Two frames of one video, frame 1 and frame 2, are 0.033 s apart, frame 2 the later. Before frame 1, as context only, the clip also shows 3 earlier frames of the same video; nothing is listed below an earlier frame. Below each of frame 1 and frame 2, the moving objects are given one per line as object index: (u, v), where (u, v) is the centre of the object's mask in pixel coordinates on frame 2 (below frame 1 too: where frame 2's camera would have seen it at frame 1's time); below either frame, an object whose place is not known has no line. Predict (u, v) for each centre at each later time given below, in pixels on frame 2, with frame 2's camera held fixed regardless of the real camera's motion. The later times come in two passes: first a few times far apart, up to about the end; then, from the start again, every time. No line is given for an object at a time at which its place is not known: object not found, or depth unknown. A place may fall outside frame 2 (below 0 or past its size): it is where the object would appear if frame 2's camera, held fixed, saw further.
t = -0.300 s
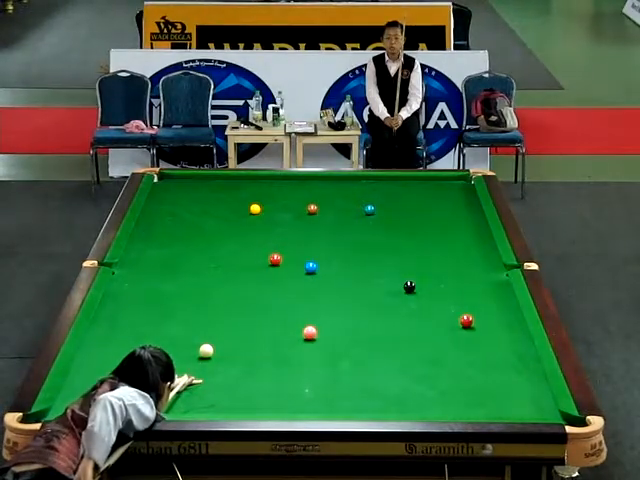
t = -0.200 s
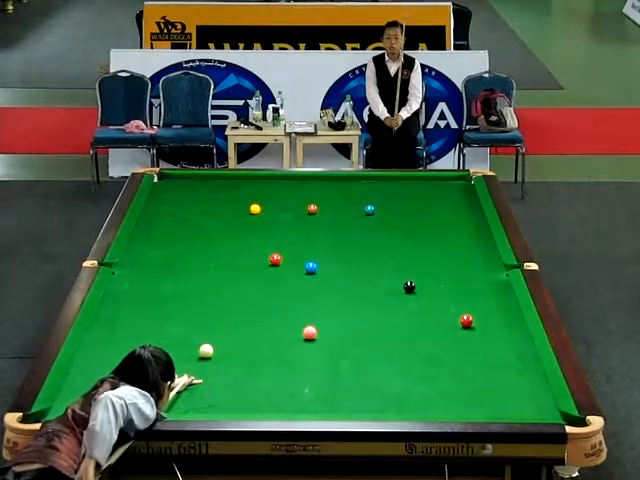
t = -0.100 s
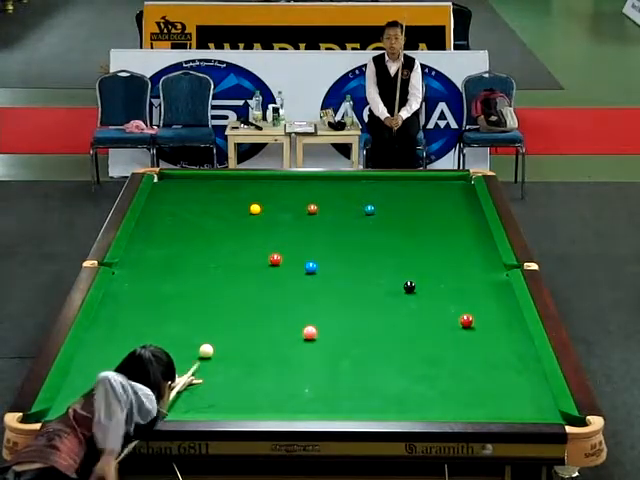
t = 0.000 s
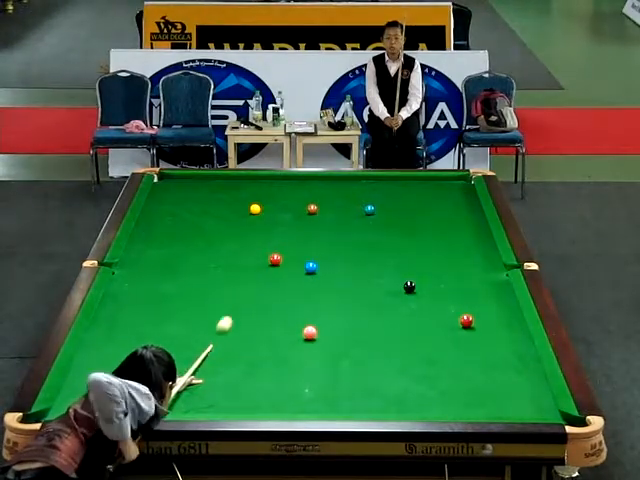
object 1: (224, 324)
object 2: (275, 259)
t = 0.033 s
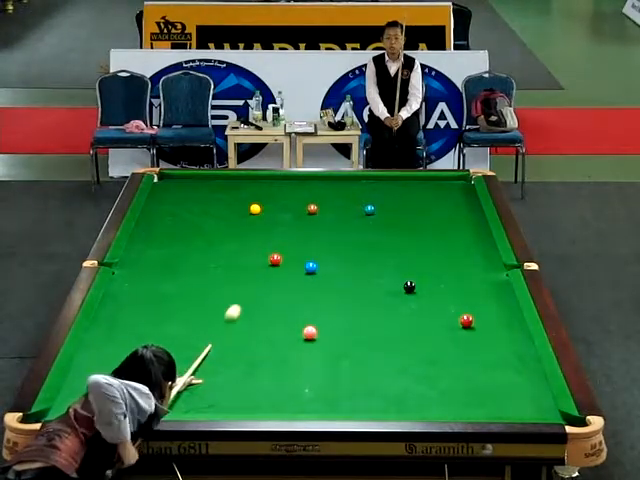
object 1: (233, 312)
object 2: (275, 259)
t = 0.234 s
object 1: (262, 260)
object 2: (287, 254)
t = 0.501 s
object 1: (210, 250)
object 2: (379, 211)
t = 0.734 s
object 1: (172, 243)
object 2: (435, 185)
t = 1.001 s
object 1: (135, 236)
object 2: (462, 191)
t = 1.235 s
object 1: (158, 234)
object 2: (443, 205)
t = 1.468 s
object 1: (177, 231)
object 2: (425, 219)
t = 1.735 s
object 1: (197, 228)
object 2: (404, 236)
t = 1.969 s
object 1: (213, 227)
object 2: (386, 251)
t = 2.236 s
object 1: (231, 224)
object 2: (362, 270)
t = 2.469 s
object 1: (245, 222)
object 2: (341, 287)
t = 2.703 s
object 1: (259, 220)
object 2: (318, 305)
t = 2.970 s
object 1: (273, 219)
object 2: (290, 327)
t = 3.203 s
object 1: (285, 217)
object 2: (264, 348)
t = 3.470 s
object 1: (297, 216)
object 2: (232, 372)
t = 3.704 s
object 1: (306, 215)
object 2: (203, 395)
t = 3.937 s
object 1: (315, 214)
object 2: (174, 408)
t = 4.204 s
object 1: (324, 213)
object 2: (147, 393)
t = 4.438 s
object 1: (331, 212)
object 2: (125, 378)
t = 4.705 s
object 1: (338, 211)
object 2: (102, 363)
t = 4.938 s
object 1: (343, 211)
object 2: (84, 350)
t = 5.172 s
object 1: (347, 210)
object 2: (102, 341)
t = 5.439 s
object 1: (351, 210)
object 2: (123, 331)
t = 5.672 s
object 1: (353, 210)
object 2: (138, 323)
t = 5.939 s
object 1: (355, 210)
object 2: (154, 315)
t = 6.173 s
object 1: (356, 210)
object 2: (168, 308)
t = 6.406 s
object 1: (356, 210)
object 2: (180, 302)
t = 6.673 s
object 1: (356, 210)
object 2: (193, 295)
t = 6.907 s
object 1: (356, 210)
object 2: (203, 289)
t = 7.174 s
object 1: (356, 210)
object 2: (215, 284)
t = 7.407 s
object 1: (356, 210)
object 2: (223, 280)
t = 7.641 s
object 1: (356, 210)
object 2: (231, 276)
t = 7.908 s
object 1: (356, 210)
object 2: (240, 272)
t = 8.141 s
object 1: (356, 210)
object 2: (246, 268)
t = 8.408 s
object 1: (356, 210)
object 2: (253, 265)
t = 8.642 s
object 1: (356, 210)
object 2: (258, 262)
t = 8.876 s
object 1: (356, 210)
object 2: (262, 260)
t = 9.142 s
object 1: (356, 210)
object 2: (267, 257)
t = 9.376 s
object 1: (356, 210)
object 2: (270, 256)
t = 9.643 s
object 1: (356, 210)
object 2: (274, 254)
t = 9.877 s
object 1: (355, 210)
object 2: (276, 253)
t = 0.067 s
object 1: (240, 301)
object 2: (275, 259)
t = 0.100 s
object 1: (248, 291)
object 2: (275, 259)
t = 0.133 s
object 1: (255, 281)
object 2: (275, 259)
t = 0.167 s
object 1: (262, 272)
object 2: (275, 259)
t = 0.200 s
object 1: (267, 263)
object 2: (277, 259)
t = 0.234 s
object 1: (262, 260)
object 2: (287, 254)
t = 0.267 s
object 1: (254, 259)
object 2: (301, 247)
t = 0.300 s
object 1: (247, 257)
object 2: (313, 242)
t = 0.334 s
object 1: (240, 256)
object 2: (325, 236)
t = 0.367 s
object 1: (233, 254)
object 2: (337, 231)
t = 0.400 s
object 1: (227, 253)
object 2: (348, 225)
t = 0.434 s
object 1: (221, 252)
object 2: (358, 221)
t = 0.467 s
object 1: (215, 251)
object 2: (369, 216)
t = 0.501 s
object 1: (210, 250)
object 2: (379, 211)
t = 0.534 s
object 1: (204, 249)
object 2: (388, 207)
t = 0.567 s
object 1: (199, 248)
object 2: (397, 203)
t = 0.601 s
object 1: (193, 247)
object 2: (405, 199)
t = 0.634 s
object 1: (188, 246)
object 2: (412, 195)
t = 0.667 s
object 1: (183, 245)
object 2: (421, 192)
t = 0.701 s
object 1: (177, 244)
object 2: (428, 188)
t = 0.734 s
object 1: (172, 243)
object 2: (435, 185)
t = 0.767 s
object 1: (167, 242)
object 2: (442, 182)
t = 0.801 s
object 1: (162, 241)
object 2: (450, 179)
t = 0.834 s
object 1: (157, 241)
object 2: (455, 179)
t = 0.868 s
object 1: (152, 240)
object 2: (461, 181)
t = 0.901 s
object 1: (147, 239)
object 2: (467, 184)
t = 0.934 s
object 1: (142, 238)
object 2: (468, 186)
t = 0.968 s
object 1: (137, 237)
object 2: (466, 188)
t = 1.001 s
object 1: (135, 236)
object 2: (462, 191)
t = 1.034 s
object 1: (139, 236)
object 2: (458, 194)
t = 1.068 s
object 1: (143, 236)
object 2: (455, 196)
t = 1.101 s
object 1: (147, 235)
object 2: (453, 198)
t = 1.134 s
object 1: (150, 235)
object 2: (450, 200)
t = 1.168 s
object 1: (152, 235)
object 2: (448, 201)
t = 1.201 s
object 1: (155, 234)
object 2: (445, 203)
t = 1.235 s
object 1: (158, 234)
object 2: (443, 205)
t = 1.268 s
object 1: (160, 233)
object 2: (440, 207)
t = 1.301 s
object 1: (163, 233)
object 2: (438, 209)
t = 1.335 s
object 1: (166, 233)
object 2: (436, 211)
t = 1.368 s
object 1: (169, 232)
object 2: (433, 213)
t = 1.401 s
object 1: (171, 232)
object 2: (430, 215)
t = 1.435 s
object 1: (174, 232)
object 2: (428, 217)
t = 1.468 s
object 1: (177, 231)
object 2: (425, 219)
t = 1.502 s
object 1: (179, 231)
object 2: (423, 221)
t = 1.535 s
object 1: (182, 231)
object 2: (421, 223)
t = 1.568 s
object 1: (184, 230)
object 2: (417, 226)
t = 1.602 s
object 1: (187, 230)
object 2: (415, 227)
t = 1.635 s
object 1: (189, 229)
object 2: (412, 230)
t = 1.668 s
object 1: (192, 229)
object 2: (410, 232)
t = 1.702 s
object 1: (194, 229)
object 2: (407, 234)
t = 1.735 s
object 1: (197, 228)
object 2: (404, 236)
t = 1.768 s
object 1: (199, 228)
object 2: (402, 238)
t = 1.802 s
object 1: (202, 228)
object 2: (399, 240)
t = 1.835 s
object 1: (204, 227)
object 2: (397, 243)
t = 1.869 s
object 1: (206, 227)
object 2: (393, 245)
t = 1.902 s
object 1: (209, 227)
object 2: (391, 247)
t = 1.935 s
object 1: (211, 227)
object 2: (389, 249)
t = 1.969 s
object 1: (213, 227)
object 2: (386, 251)
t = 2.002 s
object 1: (216, 226)
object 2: (382, 254)
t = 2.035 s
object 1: (218, 226)
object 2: (379, 256)
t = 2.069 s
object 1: (220, 225)
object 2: (377, 258)
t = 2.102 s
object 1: (222, 225)
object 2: (374, 261)
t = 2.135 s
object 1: (225, 225)
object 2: (371, 263)
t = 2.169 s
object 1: (227, 225)
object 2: (368, 265)
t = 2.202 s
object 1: (229, 224)
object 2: (365, 267)
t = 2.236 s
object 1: (231, 224)
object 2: (362, 270)
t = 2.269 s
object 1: (233, 224)
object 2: (359, 272)
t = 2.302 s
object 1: (235, 223)
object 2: (356, 275)
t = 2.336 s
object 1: (237, 223)
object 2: (353, 277)
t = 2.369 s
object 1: (239, 223)
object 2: (349, 280)
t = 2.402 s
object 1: (241, 223)
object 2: (347, 282)
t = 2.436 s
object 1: (243, 222)
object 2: (344, 284)
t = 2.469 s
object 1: (245, 222)
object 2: (341, 287)
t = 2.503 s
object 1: (247, 222)
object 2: (337, 289)
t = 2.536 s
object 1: (249, 222)
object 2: (334, 292)
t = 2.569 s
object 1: (251, 221)
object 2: (330, 295)
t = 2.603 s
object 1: (253, 221)
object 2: (328, 297)
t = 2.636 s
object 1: (255, 221)
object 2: (325, 300)
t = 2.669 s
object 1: (257, 221)
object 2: (321, 302)
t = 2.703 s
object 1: (259, 220)
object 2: (318, 305)
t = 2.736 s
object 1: (261, 220)
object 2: (314, 308)
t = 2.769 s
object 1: (263, 220)
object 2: (311, 310)
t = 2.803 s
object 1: (265, 220)
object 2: (307, 313)
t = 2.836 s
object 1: (266, 219)
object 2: (304, 316)
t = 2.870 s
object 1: (268, 219)
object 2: (300, 318)
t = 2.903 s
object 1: (270, 219)
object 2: (297, 321)
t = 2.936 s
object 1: (271, 219)
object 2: (293, 324)
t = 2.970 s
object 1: (273, 219)
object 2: (290, 327)
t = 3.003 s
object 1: (275, 219)
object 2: (286, 330)
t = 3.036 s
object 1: (277, 218)
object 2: (282, 333)
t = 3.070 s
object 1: (279, 218)
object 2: (279, 336)
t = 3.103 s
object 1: (280, 218)
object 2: (275, 338)
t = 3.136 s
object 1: (282, 218)
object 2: (271, 342)
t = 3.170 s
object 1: (283, 218)
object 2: (268, 345)
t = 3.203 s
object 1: (285, 217)
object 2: (264, 348)
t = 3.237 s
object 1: (286, 217)
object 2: (260, 350)
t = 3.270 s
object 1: (288, 217)
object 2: (256, 354)
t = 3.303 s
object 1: (289, 217)
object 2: (252, 357)
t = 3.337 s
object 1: (291, 216)
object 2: (248, 360)
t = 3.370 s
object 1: (292, 216)
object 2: (245, 362)
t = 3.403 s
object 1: (294, 216)
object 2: (240, 366)
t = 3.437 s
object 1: (295, 216)
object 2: (236, 369)
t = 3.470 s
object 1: (297, 216)
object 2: (232, 372)
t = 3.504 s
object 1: (298, 216)
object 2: (228, 375)
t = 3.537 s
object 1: (299, 215)
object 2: (224, 378)
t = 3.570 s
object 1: (300, 215)
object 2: (220, 381)
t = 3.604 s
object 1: (302, 215)
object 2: (216, 384)
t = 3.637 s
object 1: (303, 215)
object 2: (212, 388)
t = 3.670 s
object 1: (305, 215)
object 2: (208, 392)
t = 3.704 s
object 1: (306, 215)
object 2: (203, 395)
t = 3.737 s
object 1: (307, 215)
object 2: (199, 398)
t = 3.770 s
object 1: (309, 214)
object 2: (195, 401)
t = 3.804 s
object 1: (310, 214)
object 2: (191, 404)
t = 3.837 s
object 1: (311, 214)
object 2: (186, 406)
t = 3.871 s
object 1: (313, 214)
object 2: (182, 408)
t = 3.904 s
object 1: (314, 214)
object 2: (178, 410)
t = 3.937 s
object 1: (315, 214)
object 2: (174, 408)
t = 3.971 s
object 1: (316, 214)
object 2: (171, 407)
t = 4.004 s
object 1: (317, 213)
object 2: (167, 406)
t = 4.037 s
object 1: (318, 213)
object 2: (164, 404)
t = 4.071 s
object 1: (319, 213)
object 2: (160, 402)
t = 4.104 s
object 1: (321, 213)
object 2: (157, 400)
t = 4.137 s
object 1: (322, 213)
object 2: (153, 398)
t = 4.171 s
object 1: (323, 213)
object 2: (150, 395)
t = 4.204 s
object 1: (324, 213)
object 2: (147, 393)
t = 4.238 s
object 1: (325, 213)
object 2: (143, 391)
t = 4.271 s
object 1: (326, 212)
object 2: (140, 389)
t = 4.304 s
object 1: (327, 212)
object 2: (137, 387)
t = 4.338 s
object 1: (328, 212)
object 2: (134, 385)
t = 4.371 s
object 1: (330, 212)
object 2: (130, 382)
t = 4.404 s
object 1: (330, 212)
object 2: (127, 380)
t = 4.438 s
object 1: (331, 212)
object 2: (125, 378)
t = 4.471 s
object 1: (332, 212)
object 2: (122, 376)
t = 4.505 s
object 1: (332, 212)
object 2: (119, 374)
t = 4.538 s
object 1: (334, 211)
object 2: (116, 373)
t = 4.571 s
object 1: (334, 212)
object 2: (113, 370)
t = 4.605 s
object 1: (335, 211)
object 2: (110, 369)
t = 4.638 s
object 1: (336, 211)
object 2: (107, 367)
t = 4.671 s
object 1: (337, 211)
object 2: (104, 365)
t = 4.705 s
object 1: (338, 211)
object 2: (102, 363)
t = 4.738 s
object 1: (338, 211)
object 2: (99, 361)
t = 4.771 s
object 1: (339, 211)
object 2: (96, 359)
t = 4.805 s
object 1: (340, 211)
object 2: (93, 358)
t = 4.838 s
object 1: (341, 211)
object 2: (91, 356)
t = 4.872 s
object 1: (341, 211)
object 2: (88, 354)
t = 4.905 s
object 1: (342, 211)
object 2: (85, 352)
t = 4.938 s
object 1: (343, 211)
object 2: (84, 350)
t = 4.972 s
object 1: (343, 211)
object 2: (87, 349)
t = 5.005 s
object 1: (344, 211)
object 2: (90, 347)
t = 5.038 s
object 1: (345, 211)
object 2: (92, 346)
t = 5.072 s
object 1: (345, 210)
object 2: (95, 345)
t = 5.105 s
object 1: (345, 210)
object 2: (98, 344)
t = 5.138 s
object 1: (346, 210)
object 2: (100, 343)
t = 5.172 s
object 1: (347, 210)
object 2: (102, 341)
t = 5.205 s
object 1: (347, 210)
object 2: (105, 339)
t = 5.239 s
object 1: (348, 210)
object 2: (108, 338)
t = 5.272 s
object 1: (349, 210)
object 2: (110, 337)
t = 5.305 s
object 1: (349, 210)
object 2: (113, 336)
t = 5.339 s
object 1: (349, 210)
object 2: (115, 335)
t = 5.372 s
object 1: (350, 210)
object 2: (118, 333)
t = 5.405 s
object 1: (350, 210)
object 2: (120, 332)
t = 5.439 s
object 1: (351, 210)
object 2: (123, 331)
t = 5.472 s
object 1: (351, 210)
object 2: (125, 330)
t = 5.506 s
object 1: (351, 210)
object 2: (127, 329)
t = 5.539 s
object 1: (352, 210)
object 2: (129, 327)
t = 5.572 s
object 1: (352, 210)
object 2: (131, 327)
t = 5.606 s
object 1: (353, 210)
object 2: (134, 326)
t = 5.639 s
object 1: (353, 210)
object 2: (136, 324)
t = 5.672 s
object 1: (353, 210)
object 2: (138, 323)
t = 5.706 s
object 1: (354, 210)
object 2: (140, 322)
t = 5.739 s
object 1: (354, 210)
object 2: (142, 321)
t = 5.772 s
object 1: (354, 210)
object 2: (144, 320)
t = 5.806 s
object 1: (354, 210)
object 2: (146, 319)
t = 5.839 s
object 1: (355, 210)
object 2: (148, 318)
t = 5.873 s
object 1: (355, 210)
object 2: (151, 317)
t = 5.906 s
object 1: (355, 210)
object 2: (153, 316)
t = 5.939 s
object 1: (355, 210)
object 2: (154, 315)
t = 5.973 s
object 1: (355, 210)
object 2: (156, 314)
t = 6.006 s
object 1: (355, 210)
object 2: (158, 313)
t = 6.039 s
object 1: (355, 210)
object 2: (160, 312)
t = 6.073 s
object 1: (356, 210)
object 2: (162, 311)
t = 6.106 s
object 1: (356, 210)
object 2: (164, 309)
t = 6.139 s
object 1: (356, 210)
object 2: (166, 308)
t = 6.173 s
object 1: (356, 210)
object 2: (168, 308)
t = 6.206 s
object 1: (356, 210)
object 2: (170, 307)
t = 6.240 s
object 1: (356, 210)
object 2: (172, 306)
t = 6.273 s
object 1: (356, 210)
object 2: (173, 305)
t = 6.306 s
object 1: (356, 210)
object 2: (175, 304)
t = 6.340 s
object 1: (356, 210)
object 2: (177, 303)
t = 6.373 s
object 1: (356, 210)
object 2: (178, 302)
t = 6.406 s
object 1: (356, 210)
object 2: (180, 302)
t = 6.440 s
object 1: (356, 210)
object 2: (182, 301)
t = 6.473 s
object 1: (356, 210)
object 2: (183, 300)
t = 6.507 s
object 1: (356, 210)
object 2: (185, 299)
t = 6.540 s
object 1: (356, 210)
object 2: (187, 298)
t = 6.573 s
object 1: (356, 210)
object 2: (189, 297)
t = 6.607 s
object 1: (356, 210)
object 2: (190, 296)
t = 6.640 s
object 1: (356, 210)
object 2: (192, 296)
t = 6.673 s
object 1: (356, 210)
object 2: (193, 295)
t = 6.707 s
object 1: (356, 210)
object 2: (195, 294)
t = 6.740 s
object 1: (356, 210)
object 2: (196, 293)
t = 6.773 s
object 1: (356, 210)
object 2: (198, 292)
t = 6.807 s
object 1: (356, 210)
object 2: (199, 292)
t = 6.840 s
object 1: (356, 210)
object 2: (201, 291)
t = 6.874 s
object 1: (356, 210)
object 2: (202, 290)
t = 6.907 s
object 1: (356, 210)
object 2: (203, 289)
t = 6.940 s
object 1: (356, 210)
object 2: (205, 289)
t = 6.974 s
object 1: (356, 210)
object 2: (206, 288)
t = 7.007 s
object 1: (356, 210)
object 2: (208, 287)
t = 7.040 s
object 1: (356, 210)
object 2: (209, 287)
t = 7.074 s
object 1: (356, 210)
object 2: (211, 286)
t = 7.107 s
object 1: (356, 210)
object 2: (212, 285)
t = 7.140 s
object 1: (356, 210)
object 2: (213, 285)
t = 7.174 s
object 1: (356, 210)
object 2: (215, 284)
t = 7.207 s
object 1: (356, 210)
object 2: (216, 284)
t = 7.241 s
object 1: (356, 210)
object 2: (217, 283)
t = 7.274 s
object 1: (356, 210)
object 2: (218, 282)
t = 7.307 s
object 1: (356, 210)
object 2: (220, 282)
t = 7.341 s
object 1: (356, 210)
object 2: (221, 281)
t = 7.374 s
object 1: (356, 210)
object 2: (222, 280)
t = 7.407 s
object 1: (356, 210)
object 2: (223, 280)
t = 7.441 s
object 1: (356, 210)
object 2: (224, 279)
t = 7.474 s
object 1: (356, 210)
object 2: (225, 279)
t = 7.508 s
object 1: (356, 210)
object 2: (227, 278)
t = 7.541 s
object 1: (356, 210)
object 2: (228, 278)
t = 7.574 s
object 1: (356, 210)
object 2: (229, 277)
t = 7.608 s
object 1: (356, 210)
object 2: (230, 276)
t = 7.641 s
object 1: (356, 210)
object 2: (231, 276)
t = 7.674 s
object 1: (356, 210)
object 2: (232, 275)
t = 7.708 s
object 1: (356, 210)
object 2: (233, 274)
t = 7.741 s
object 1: (356, 210)
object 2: (234, 274)
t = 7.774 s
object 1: (356, 210)
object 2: (236, 274)
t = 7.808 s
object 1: (356, 210)
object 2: (237, 273)
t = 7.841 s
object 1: (356, 210)
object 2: (238, 272)
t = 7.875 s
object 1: (356, 210)
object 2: (238, 272)
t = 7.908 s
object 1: (356, 210)
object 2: (240, 272)
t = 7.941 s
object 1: (356, 210)
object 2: (241, 271)
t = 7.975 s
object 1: (356, 210)
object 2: (242, 271)
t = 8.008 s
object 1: (356, 210)
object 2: (242, 270)
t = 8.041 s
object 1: (356, 210)
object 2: (243, 270)
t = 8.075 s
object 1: (356, 210)
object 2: (244, 269)
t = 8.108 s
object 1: (356, 210)
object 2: (245, 269)
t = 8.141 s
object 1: (356, 210)
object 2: (246, 268)
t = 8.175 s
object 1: (356, 210)
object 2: (247, 268)
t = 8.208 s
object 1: (356, 210)
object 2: (248, 267)
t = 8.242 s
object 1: (356, 210)
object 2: (249, 267)
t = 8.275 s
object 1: (356, 210)
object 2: (249, 266)
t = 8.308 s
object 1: (356, 210)
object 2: (250, 266)
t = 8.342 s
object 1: (356, 210)
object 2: (251, 266)
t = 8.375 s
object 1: (356, 210)
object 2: (251, 265)
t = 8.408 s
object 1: (356, 210)
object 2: (253, 265)
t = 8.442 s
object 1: (356, 210)
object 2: (253, 265)
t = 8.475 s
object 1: (356, 210)
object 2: (254, 264)
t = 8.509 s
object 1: (356, 210)
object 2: (255, 264)
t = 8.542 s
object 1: (356, 210)
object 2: (256, 263)
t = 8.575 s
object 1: (356, 210)
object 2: (256, 263)
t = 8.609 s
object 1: (356, 210)
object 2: (257, 263)
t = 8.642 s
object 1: (356, 210)
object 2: (258, 262)
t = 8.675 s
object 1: (356, 210)
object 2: (258, 262)
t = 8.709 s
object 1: (356, 210)
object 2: (259, 262)
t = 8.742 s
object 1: (356, 210)
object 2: (260, 261)
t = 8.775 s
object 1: (356, 210)
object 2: (261, 261)
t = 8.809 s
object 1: (356, 210)
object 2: (261, 260)
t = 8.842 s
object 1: (356, 210)
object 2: (261, 260)
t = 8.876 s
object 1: (356, 210)
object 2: (262, 260)
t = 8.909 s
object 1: (356, 210)
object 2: (262, 260)
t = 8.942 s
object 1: (356, 210)
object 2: (263, 259)
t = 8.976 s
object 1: (356, 210)
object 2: (264, 259)
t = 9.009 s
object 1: (356, 210)
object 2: (265, 258)
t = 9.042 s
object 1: (356, 210)
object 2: (265, 258)
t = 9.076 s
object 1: (356, 210)
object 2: (266, 258)
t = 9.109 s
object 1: (356, 210)
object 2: (267, 257)
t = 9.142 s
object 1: (356, 210)
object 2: (267, 257)
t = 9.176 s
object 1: (356, 210)
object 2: (268, 257)
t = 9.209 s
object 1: (356, 210)
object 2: (268, 257)
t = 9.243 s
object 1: (356, 210)
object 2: (269, 257)
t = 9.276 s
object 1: (356, 210)
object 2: (269, 256)
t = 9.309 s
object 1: (356, 210)
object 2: (269, 256)
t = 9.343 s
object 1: (356, 210)
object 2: (270, 256)
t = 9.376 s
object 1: (356, 210)
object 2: (270, 256)
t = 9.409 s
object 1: (356, 210)
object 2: (270, 255)
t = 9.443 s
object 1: (356, 210)
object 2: (270, 255)
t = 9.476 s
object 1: (356, 210)
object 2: (272, 255)
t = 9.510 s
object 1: (356, 210)
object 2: (272, 255)
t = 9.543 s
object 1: (356, 210)
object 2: (272, 254)
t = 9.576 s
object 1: (356, 210)
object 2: (273, 254)
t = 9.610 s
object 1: (356, 210)
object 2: (273, 254)
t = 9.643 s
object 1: (356, 210)
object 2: (274, 254)
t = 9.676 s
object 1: (356, 210)
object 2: (274, 253)
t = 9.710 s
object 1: (356, 210)
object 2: (274, 253)
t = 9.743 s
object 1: (356, 210)
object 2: (275, 253)
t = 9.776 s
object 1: (355, 210)
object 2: (275, 253)
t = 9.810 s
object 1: (356, 210)
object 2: (275, 253)
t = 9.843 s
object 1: (355, 210)
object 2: (275, 253)
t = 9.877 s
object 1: (355, 210)
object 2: (276, 253)
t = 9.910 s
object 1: (355, 210)
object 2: (276, 252)
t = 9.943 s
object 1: (355, 210)
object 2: (276, 253)
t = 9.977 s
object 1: (355, 210)
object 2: (277, 252)
